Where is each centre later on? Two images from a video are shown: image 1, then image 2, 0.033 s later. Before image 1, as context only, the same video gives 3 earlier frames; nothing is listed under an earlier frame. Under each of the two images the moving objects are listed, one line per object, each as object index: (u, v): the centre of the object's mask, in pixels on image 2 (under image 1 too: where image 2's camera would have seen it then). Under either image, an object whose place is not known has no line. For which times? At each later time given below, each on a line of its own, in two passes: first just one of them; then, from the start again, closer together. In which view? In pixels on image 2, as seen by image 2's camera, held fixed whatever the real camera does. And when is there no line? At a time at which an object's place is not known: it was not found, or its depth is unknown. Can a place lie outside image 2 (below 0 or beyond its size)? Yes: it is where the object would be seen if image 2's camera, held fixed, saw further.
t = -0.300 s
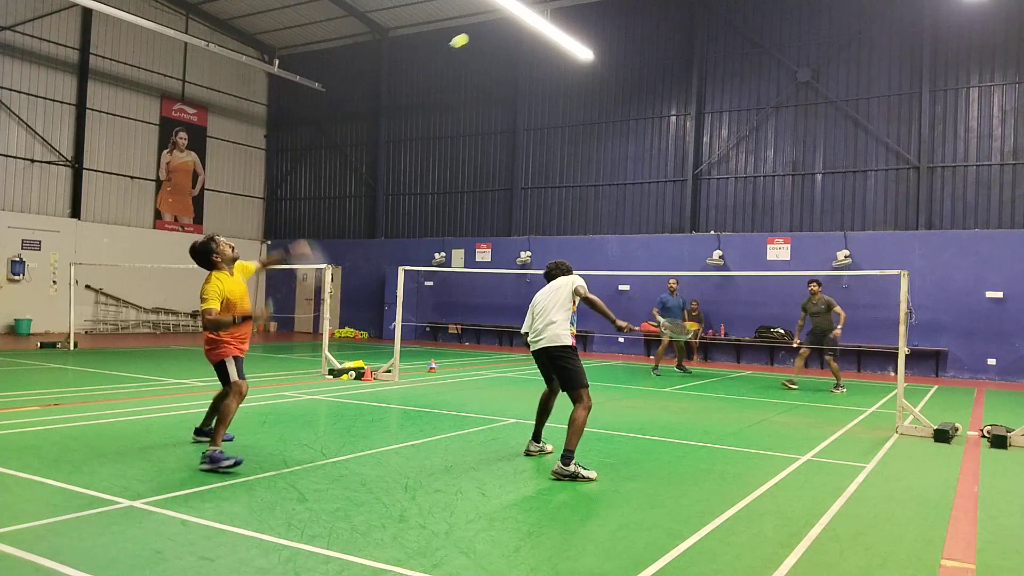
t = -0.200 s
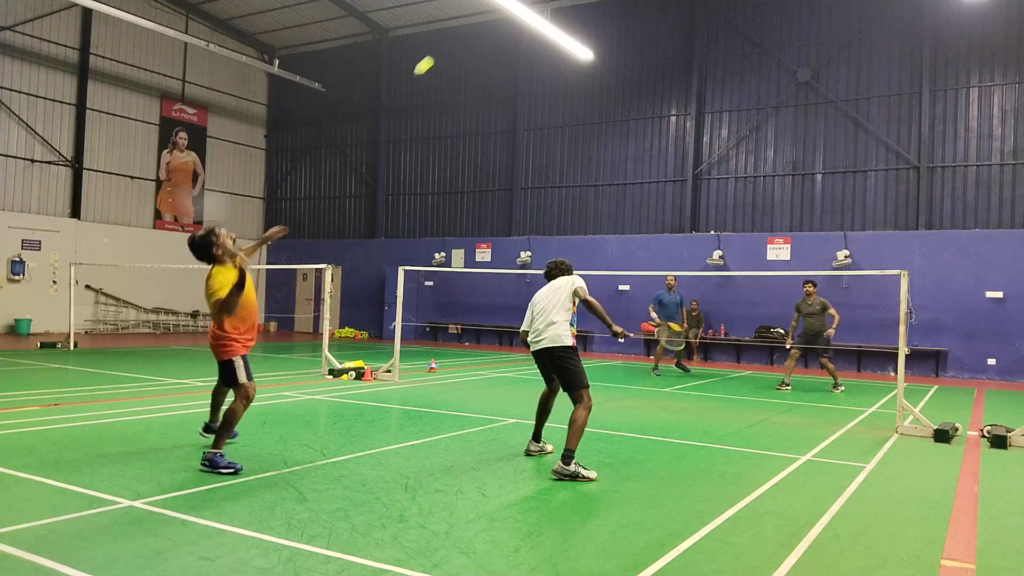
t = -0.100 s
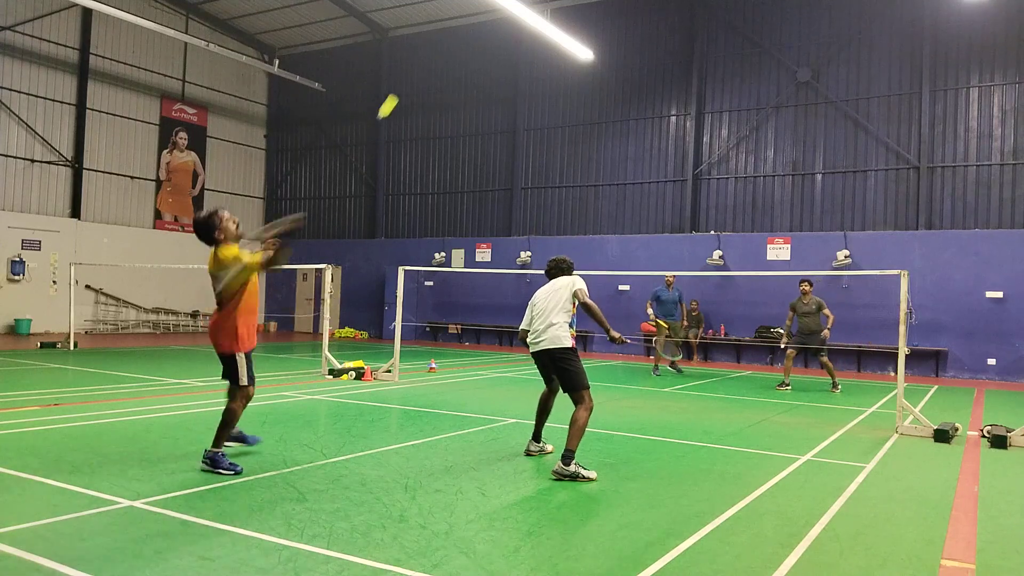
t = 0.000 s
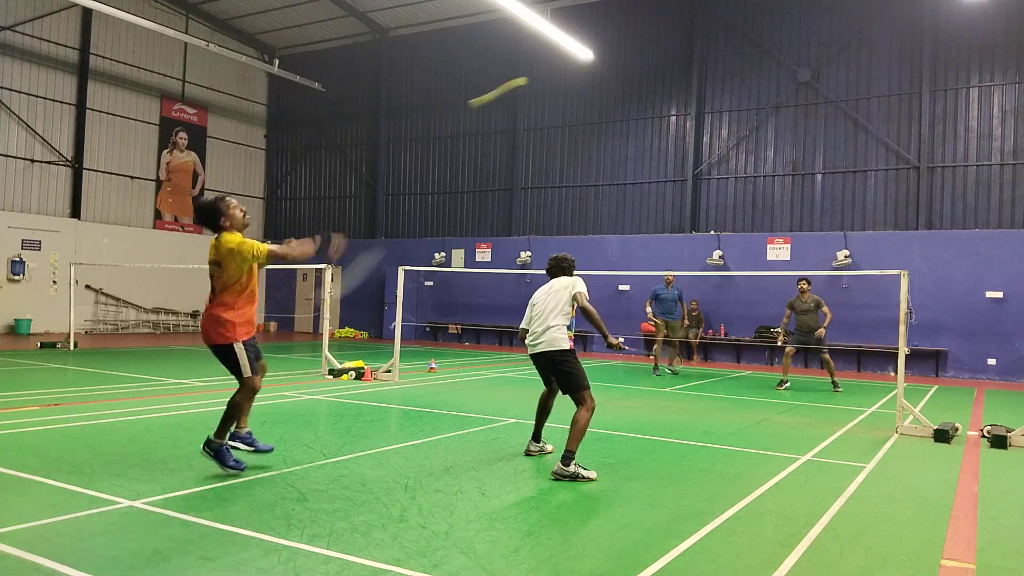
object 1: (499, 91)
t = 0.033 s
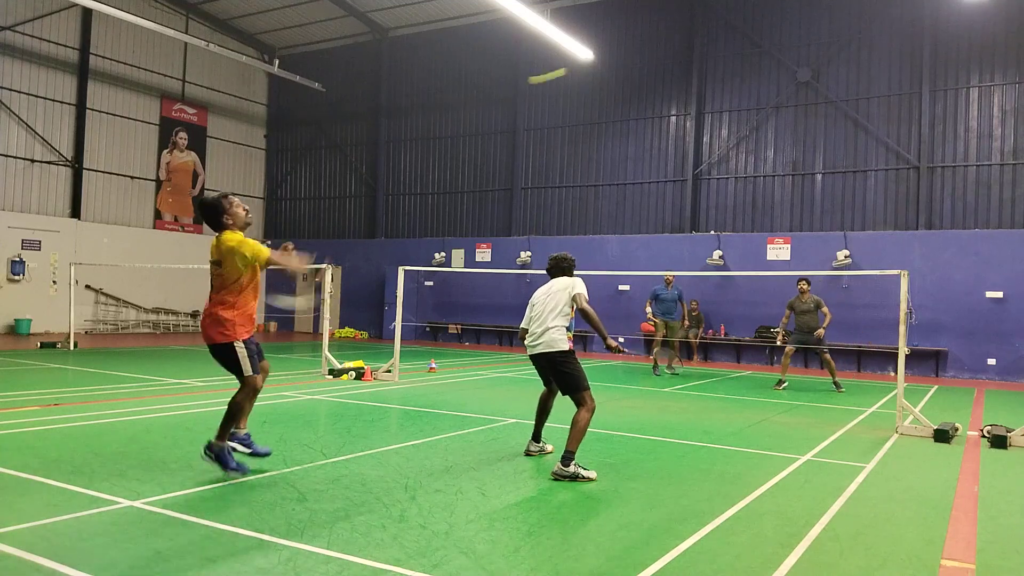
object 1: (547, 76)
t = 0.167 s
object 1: (635, 56)
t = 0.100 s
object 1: (603, 61)
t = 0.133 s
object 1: (621, 58)
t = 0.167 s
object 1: (635, 56)
